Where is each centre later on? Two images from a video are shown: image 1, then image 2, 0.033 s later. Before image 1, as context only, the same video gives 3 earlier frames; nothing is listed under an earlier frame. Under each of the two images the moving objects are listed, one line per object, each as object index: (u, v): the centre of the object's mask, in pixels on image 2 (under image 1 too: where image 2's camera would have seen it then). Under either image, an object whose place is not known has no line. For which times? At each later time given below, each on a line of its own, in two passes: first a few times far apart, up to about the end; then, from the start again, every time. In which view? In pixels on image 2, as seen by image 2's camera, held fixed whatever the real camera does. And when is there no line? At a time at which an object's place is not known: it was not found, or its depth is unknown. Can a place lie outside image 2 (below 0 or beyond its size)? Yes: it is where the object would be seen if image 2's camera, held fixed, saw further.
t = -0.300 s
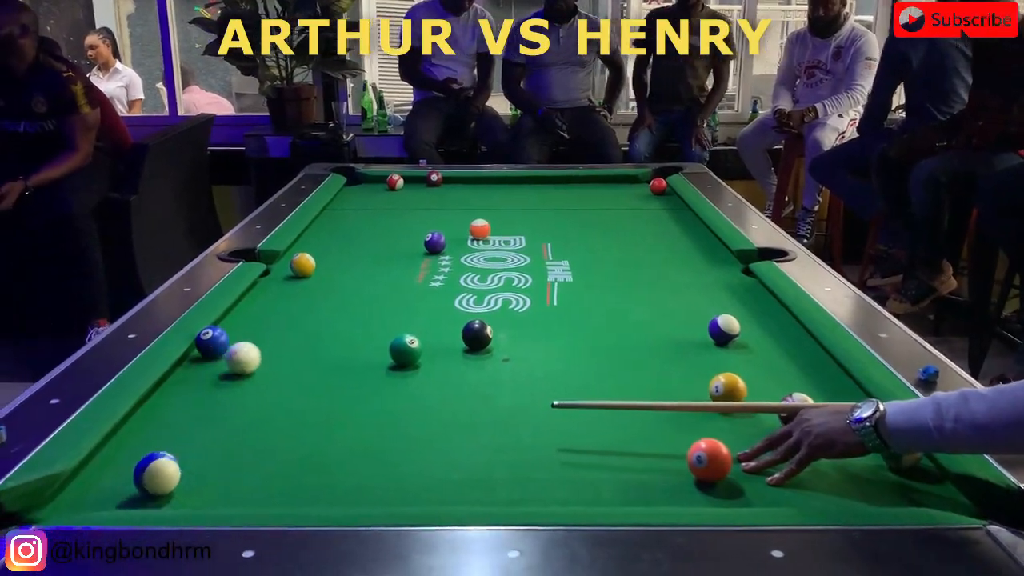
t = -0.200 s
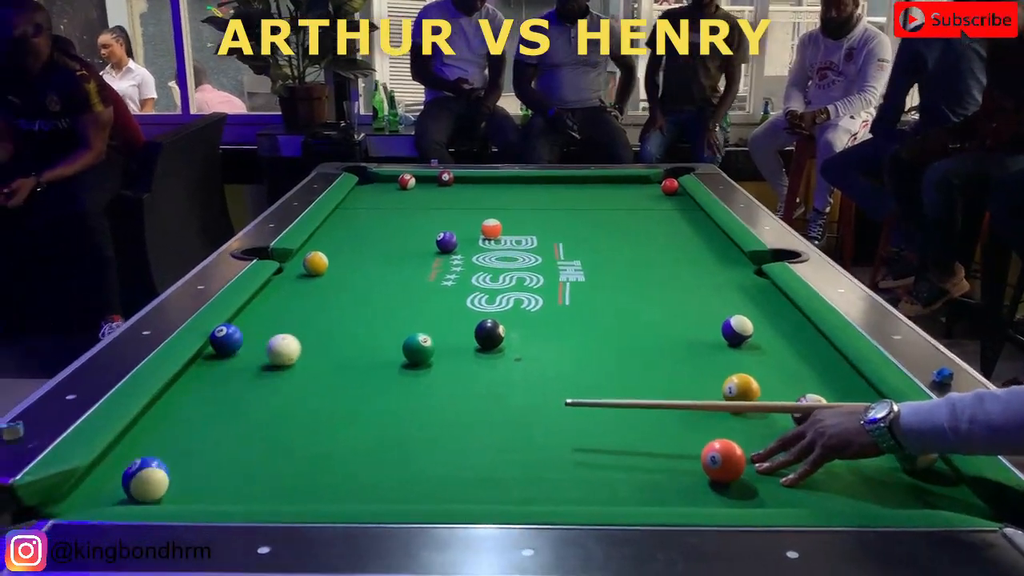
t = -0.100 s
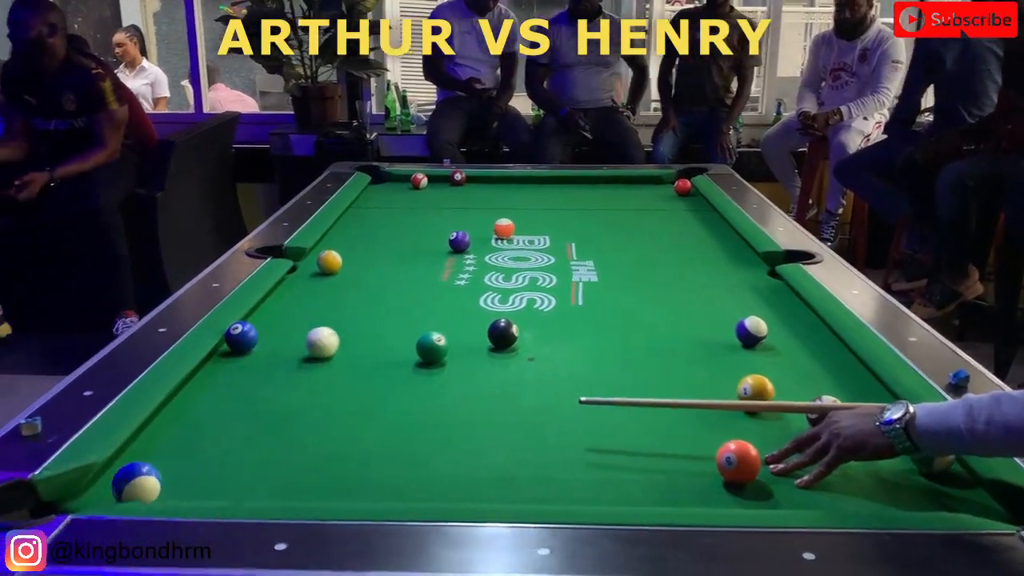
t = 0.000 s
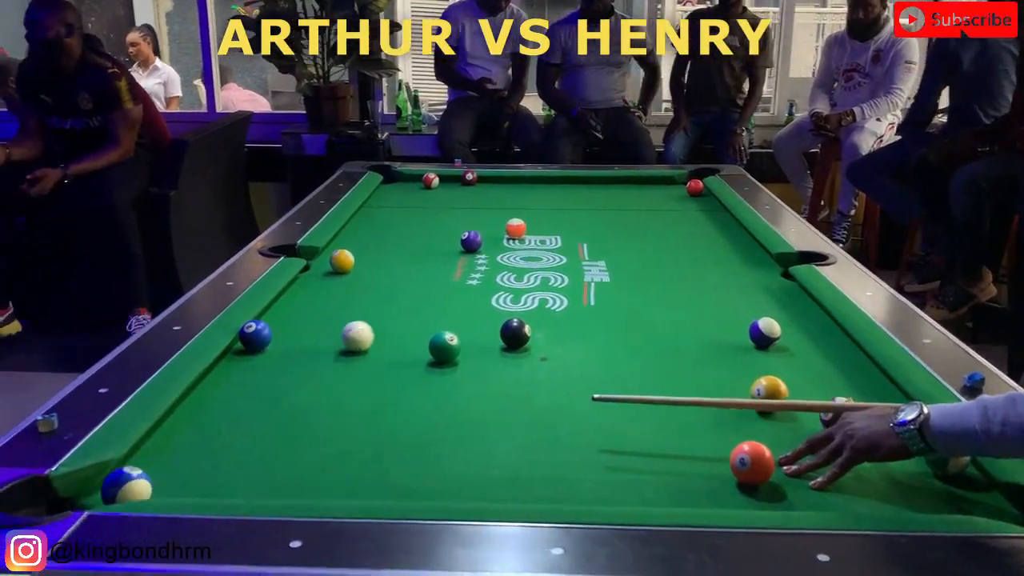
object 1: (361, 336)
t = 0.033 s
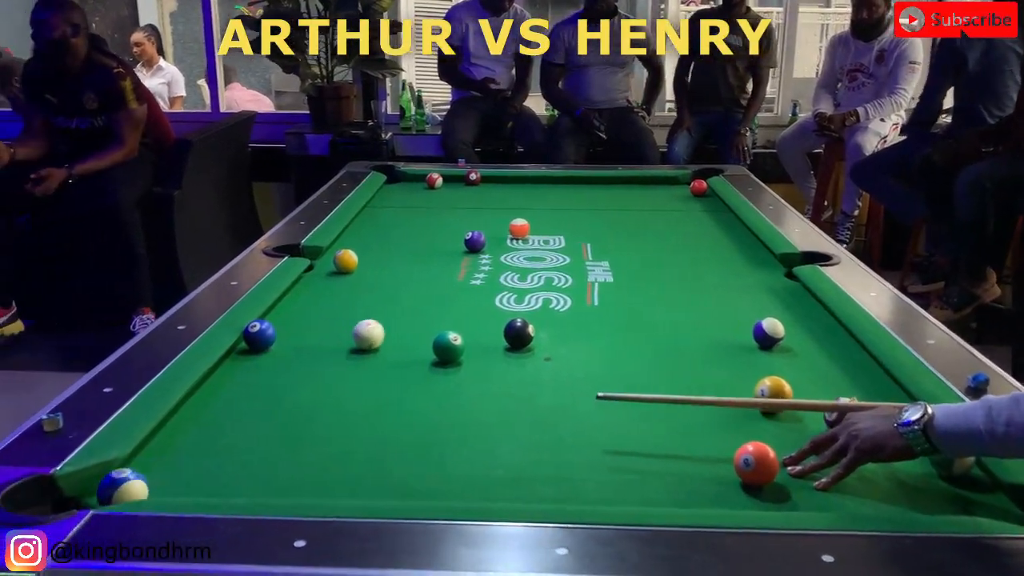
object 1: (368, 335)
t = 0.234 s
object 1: (409, 326)
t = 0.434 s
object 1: (443, 318)
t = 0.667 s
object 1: (479, 310)
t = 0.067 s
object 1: (375, 333)
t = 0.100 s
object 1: (382, 332)
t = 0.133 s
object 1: (389, 330)
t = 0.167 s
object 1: (396, 328)
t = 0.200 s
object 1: (402, 328)
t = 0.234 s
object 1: (409, 326)
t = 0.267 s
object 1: (414, 325)
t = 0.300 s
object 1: (420, 323)
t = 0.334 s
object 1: (426, 322)
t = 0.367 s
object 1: (432, 321)
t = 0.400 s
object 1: (437, 319)
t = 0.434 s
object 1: (443, 318)
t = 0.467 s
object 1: (448, 317)
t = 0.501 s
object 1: (454, 316)
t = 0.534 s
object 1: (459, 315)
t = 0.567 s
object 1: (464, 314)
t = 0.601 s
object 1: (469, 312)
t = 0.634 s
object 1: (474, 311)
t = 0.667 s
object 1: (479, 310)
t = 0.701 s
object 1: (483, 309)
